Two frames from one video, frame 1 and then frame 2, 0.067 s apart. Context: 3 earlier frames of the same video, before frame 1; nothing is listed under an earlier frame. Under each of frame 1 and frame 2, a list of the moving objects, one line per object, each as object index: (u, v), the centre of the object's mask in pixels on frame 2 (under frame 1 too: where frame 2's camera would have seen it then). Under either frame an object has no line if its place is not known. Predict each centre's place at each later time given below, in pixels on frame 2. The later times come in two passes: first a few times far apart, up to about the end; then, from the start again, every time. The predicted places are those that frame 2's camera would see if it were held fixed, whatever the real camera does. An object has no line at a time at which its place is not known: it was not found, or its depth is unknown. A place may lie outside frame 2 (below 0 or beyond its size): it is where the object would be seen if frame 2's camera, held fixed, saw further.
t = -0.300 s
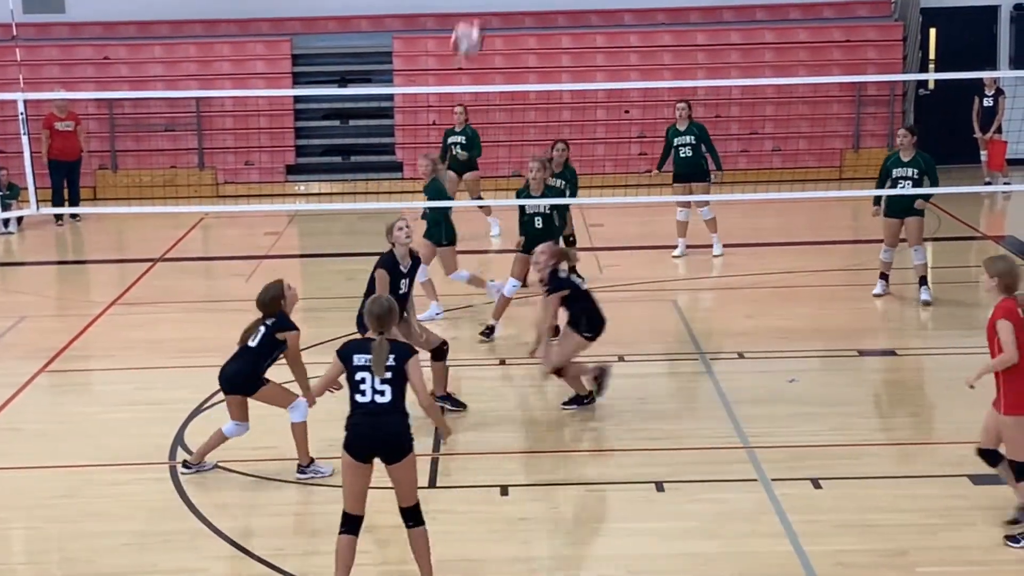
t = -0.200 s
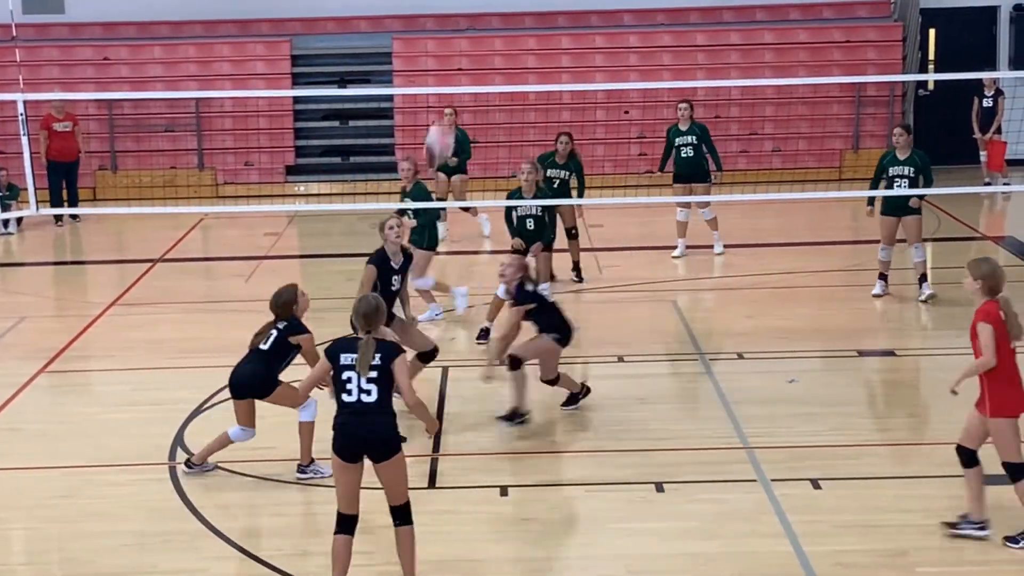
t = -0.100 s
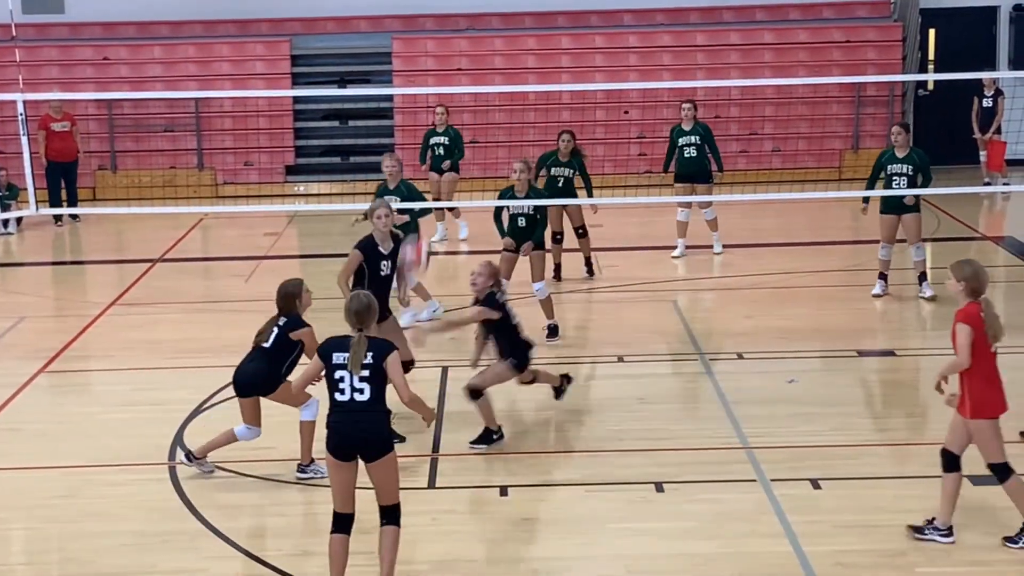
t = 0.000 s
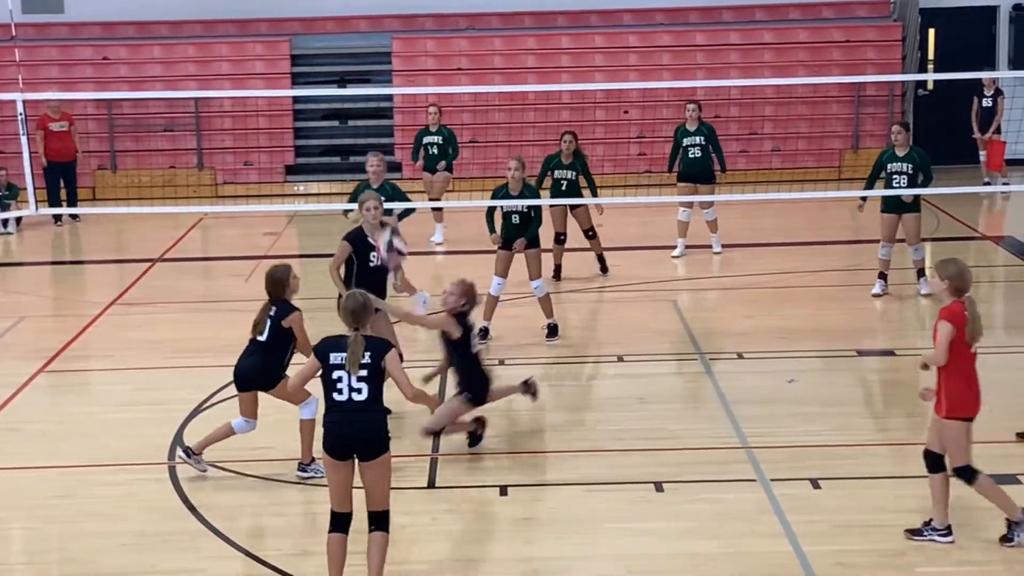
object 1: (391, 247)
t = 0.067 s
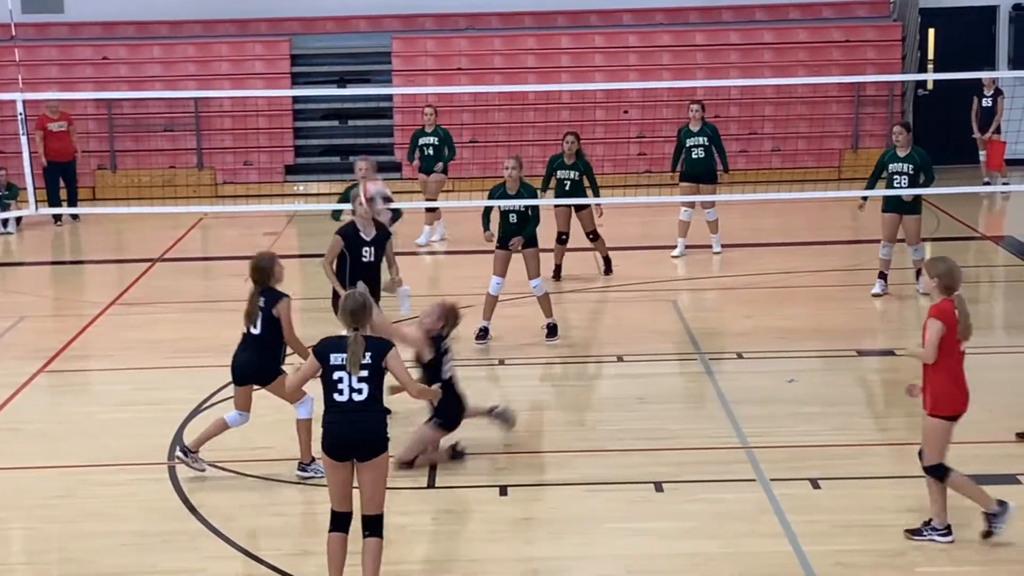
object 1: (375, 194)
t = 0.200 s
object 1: (349, 112)
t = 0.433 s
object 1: (303, 35)
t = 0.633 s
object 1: (268, 32)
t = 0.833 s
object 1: (238, 90)
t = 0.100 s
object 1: (368, 168)
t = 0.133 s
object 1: (362, 150)
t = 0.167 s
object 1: (355, 129)
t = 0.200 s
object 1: (349, 112)
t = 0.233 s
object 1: (342, 98)
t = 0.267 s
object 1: (335, 84)
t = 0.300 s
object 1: (328, 70)
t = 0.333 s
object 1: (322, 59)
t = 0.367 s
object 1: (315, 49)
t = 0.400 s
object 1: (308, 41)
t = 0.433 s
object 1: (303, 35)
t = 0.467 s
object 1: (297, 30)
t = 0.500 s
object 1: (291, 27)
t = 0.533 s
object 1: (285, 26)
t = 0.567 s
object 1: (279, 27)
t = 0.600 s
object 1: (273, 29)
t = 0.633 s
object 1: (268, 32)
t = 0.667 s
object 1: (262, 38)
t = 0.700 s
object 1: (256, 44)
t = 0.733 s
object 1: (251, 53)
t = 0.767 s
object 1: (246, 64)
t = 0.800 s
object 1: (242, 76)
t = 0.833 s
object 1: (238, 90)
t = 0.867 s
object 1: (232, 107)
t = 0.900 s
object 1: (226, 122)
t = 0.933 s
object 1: (222, 141)
